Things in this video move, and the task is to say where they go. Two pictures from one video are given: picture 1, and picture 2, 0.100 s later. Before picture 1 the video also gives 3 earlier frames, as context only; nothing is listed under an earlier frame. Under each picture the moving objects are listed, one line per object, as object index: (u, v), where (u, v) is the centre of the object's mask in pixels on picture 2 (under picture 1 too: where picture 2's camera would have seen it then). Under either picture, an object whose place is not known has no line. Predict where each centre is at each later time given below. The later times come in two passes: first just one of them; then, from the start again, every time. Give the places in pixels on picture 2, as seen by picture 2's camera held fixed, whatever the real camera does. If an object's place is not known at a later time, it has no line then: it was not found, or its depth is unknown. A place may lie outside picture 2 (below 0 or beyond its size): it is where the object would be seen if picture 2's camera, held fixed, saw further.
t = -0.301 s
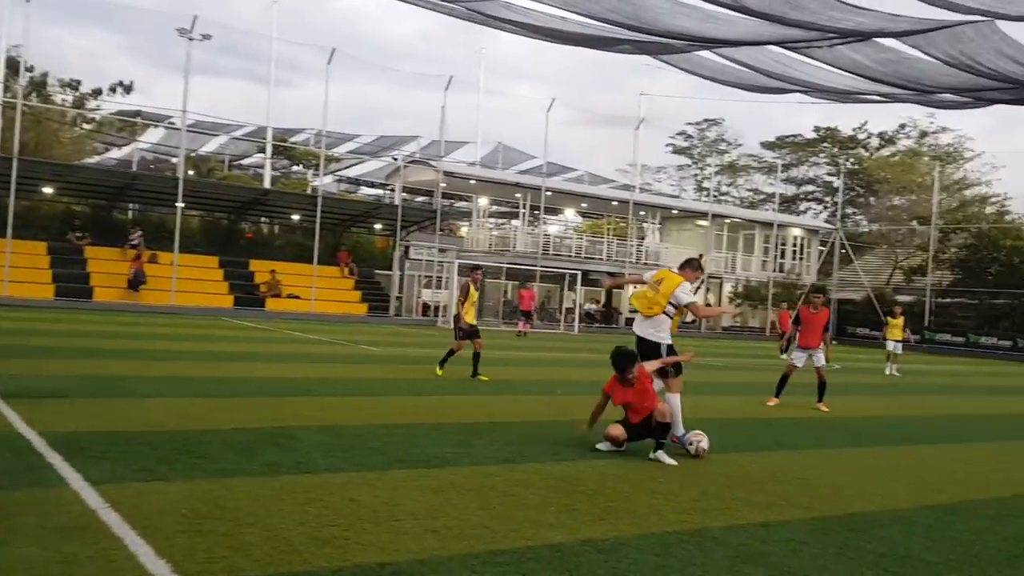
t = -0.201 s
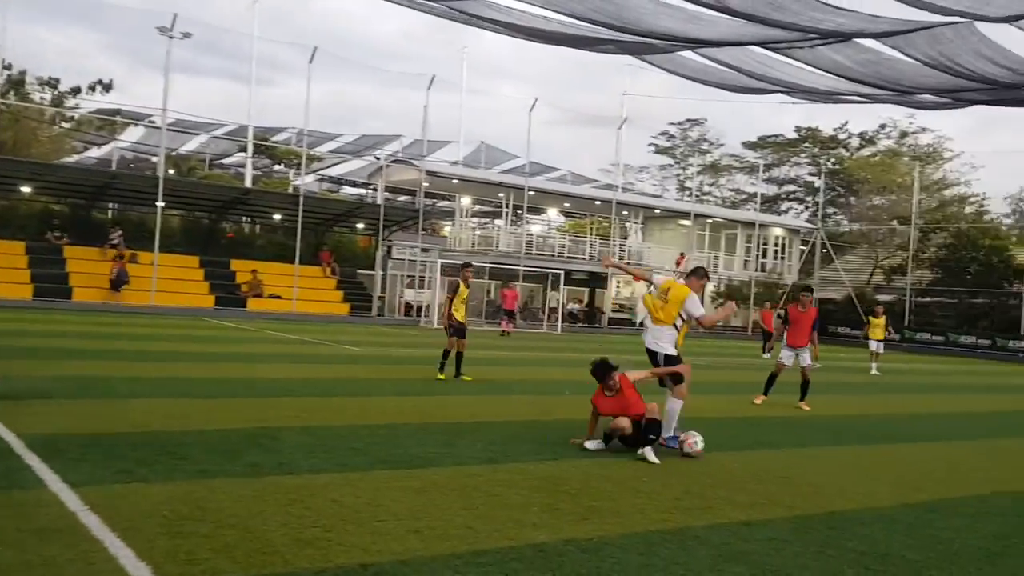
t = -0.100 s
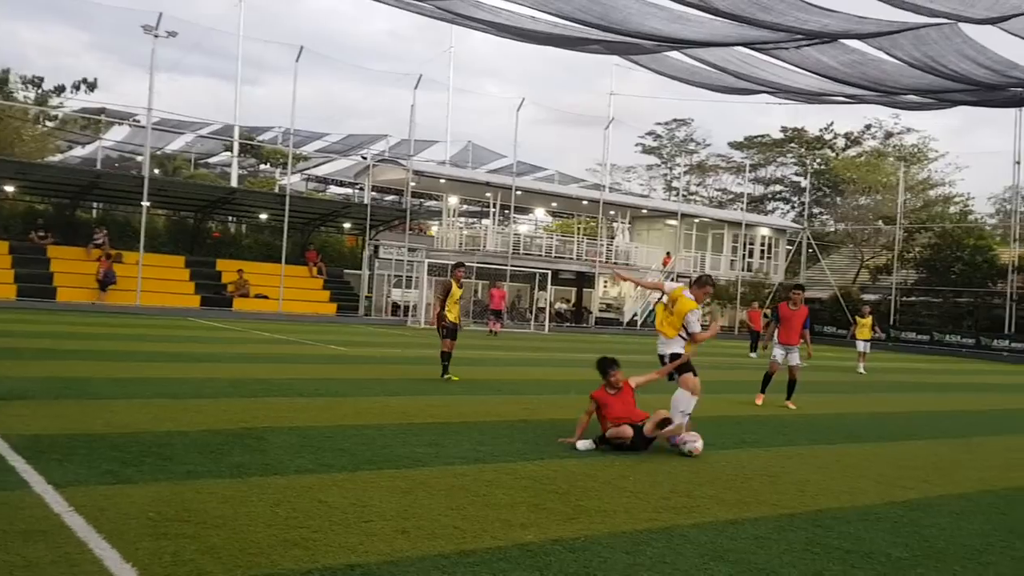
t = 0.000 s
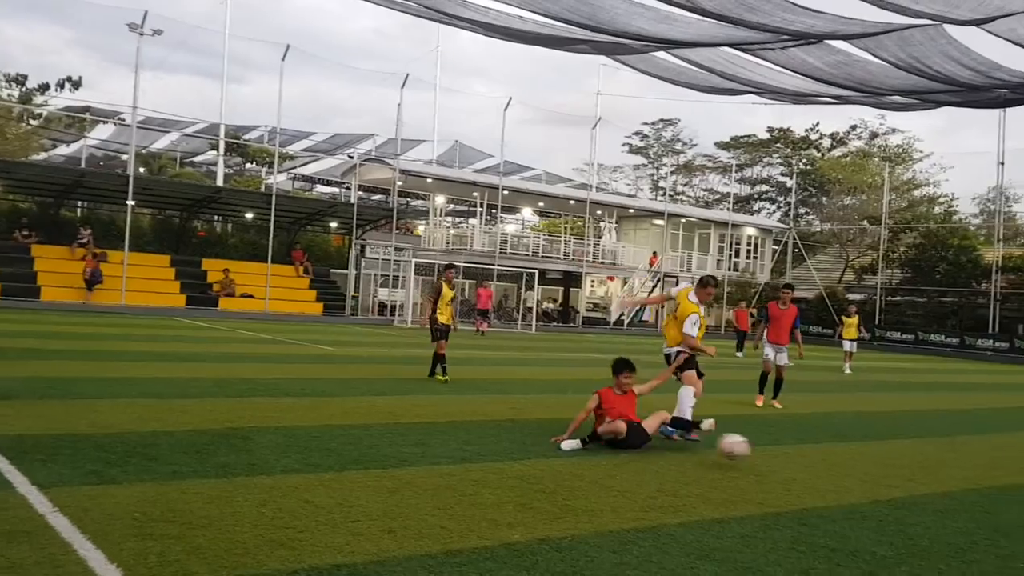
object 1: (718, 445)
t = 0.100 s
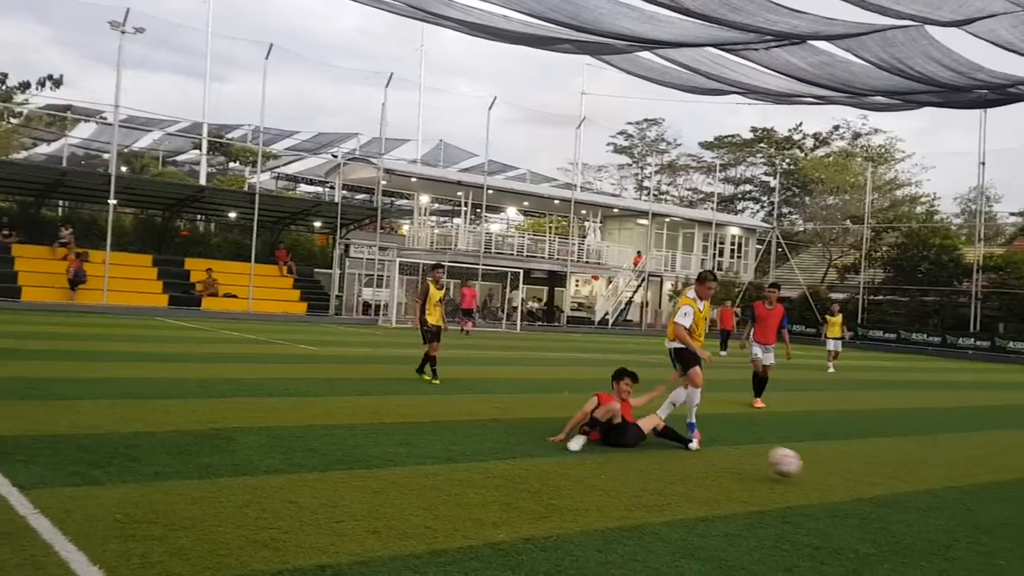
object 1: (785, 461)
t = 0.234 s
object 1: (880, 486)
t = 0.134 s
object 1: (808, 470)
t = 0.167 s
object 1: (833, 480)
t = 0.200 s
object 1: (857, 484)
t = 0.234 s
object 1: (880, 486)
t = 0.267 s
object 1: (903, 489)
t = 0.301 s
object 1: (926, 495)
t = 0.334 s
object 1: (951, 502)
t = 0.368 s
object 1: (976, 511)
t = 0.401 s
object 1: (998, 513)
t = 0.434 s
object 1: (1019, 515)
